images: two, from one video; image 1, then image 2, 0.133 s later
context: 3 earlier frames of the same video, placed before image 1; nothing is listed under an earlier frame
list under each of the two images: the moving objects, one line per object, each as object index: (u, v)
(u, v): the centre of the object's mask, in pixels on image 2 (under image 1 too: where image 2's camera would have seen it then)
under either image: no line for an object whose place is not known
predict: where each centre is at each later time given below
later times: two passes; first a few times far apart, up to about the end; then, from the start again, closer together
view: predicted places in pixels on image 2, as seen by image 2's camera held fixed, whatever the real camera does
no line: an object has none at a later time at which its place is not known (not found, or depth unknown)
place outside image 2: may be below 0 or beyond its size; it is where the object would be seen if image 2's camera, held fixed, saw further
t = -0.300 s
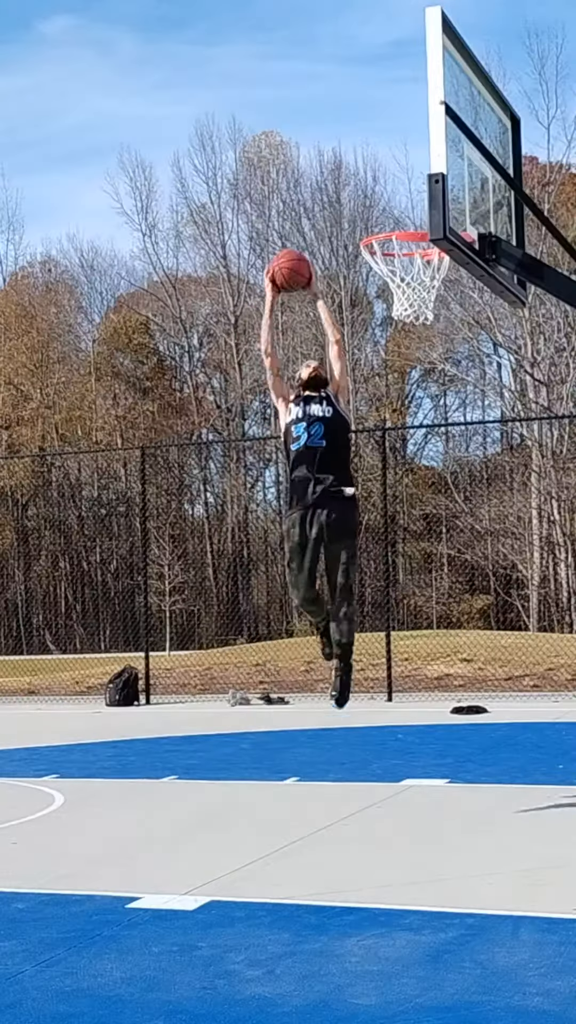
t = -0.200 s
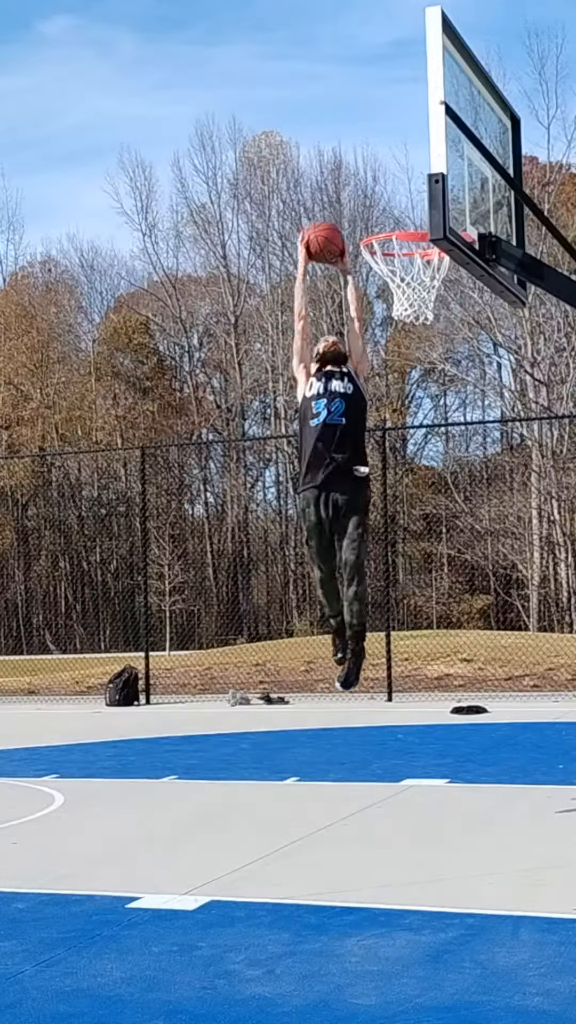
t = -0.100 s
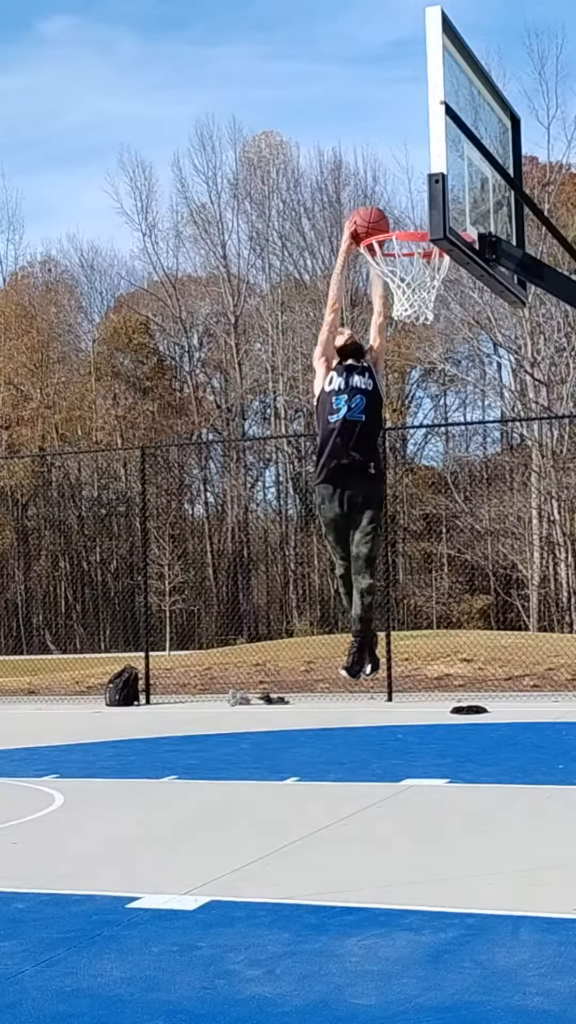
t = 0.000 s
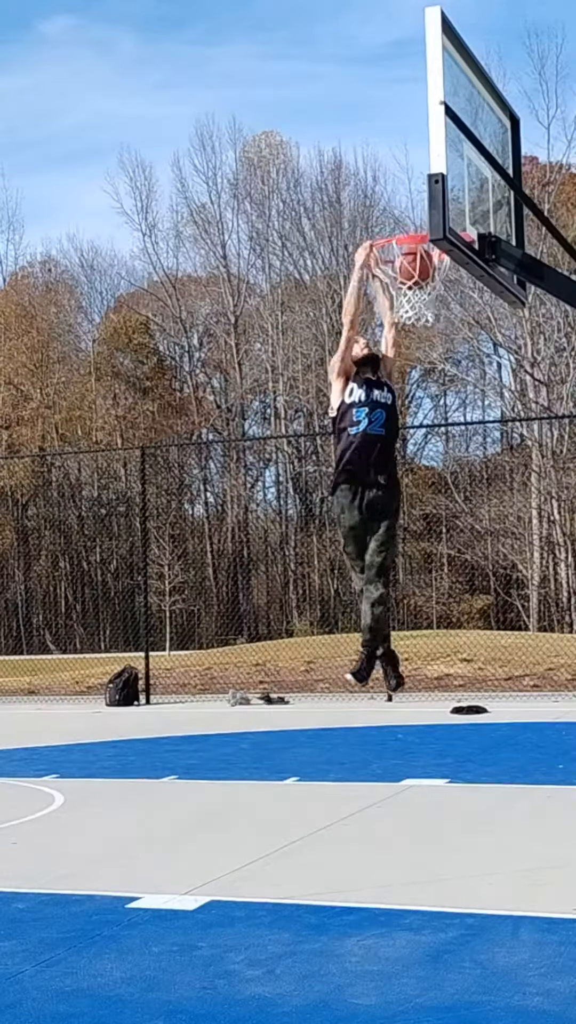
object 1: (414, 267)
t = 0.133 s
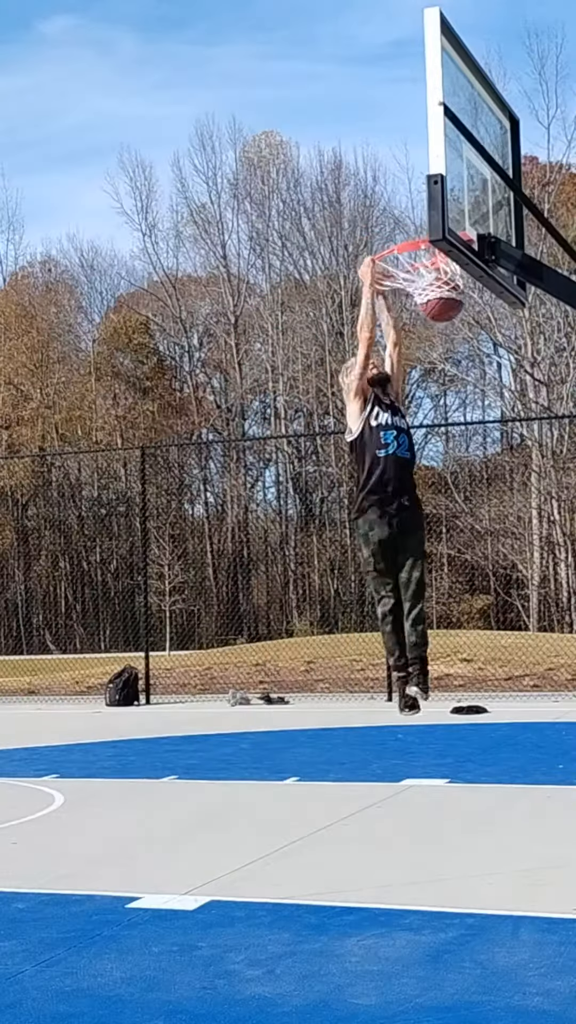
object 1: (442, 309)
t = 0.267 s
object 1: (452, 337)
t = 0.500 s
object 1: (472, 476)
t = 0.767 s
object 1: (498, 749)
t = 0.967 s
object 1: (489, 683)
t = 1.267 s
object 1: (484, 535)
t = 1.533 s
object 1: (480, 551)
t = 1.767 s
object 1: (479, 660)
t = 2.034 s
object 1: (473, 715)
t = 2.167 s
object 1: (467, 658)
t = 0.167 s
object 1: (445, 313)
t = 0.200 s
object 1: (448, 318)
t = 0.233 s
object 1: (449, 326)
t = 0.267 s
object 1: (452, 337)
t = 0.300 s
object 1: (455, 350)
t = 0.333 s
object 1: (457, 367)
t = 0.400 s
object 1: (463, 405)
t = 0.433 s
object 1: (466, 427)
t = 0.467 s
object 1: (469, 451)
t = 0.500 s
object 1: (472, 476)
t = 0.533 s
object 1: (479, 500)
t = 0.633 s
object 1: (480, 601)
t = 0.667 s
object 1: (488, 632)
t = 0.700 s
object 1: (491, 669)
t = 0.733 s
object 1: (494, 708)
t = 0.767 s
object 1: (498, 749)
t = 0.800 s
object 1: (501, 792)
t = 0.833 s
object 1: (501, 782)
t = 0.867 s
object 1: (500, 750)
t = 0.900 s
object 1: (498, 720)
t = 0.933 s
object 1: (496, 692)
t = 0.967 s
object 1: (489, 683)
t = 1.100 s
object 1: (493, 588)
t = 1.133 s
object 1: (489, 572)
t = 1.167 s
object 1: (488, 560)
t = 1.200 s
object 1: (486, 550)
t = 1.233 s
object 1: (485, 542)
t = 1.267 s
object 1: (484, 535)
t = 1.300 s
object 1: (483, 530)
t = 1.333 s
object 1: (483, 529)
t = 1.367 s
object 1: (483, 527)
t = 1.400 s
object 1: (482, 527)
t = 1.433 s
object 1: (482, 530)
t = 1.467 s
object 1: (481, 535)
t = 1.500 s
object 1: (481, 542)
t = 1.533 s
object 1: (480, 551)
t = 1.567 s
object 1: (480, 561)
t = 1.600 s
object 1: (479, 573)
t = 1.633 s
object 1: (479, 587)
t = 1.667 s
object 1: (479, 603)
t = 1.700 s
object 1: (479, 619)
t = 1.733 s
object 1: (479, 638)
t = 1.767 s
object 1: (479, 660)
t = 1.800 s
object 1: (479, 683)
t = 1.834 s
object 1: (479, 706)
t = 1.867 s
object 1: (479, 733)
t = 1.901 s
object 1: (479, 760)
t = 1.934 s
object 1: (479, 779)
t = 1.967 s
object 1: (477, 756)
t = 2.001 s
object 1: (475, 735)
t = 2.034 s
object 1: (473, 715)
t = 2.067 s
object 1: (472, 698)
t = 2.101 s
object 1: (470, 683)
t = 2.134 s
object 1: (469, 670)
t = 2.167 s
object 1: (467, 658)
